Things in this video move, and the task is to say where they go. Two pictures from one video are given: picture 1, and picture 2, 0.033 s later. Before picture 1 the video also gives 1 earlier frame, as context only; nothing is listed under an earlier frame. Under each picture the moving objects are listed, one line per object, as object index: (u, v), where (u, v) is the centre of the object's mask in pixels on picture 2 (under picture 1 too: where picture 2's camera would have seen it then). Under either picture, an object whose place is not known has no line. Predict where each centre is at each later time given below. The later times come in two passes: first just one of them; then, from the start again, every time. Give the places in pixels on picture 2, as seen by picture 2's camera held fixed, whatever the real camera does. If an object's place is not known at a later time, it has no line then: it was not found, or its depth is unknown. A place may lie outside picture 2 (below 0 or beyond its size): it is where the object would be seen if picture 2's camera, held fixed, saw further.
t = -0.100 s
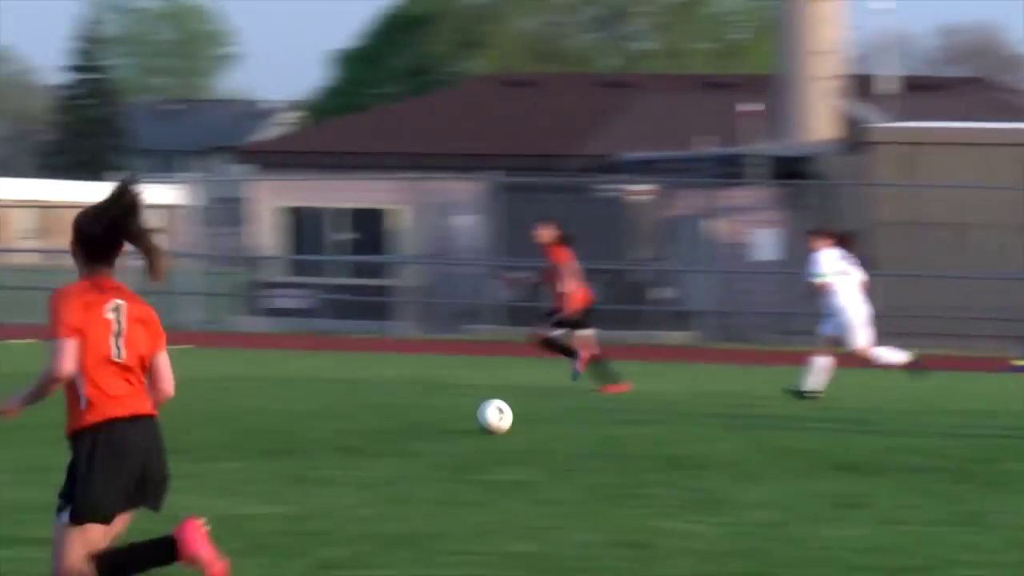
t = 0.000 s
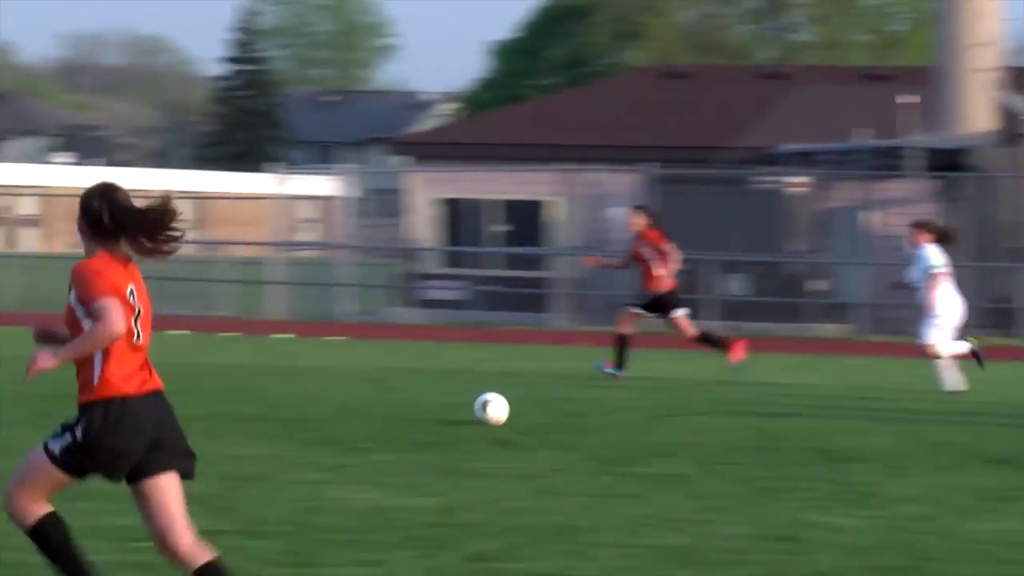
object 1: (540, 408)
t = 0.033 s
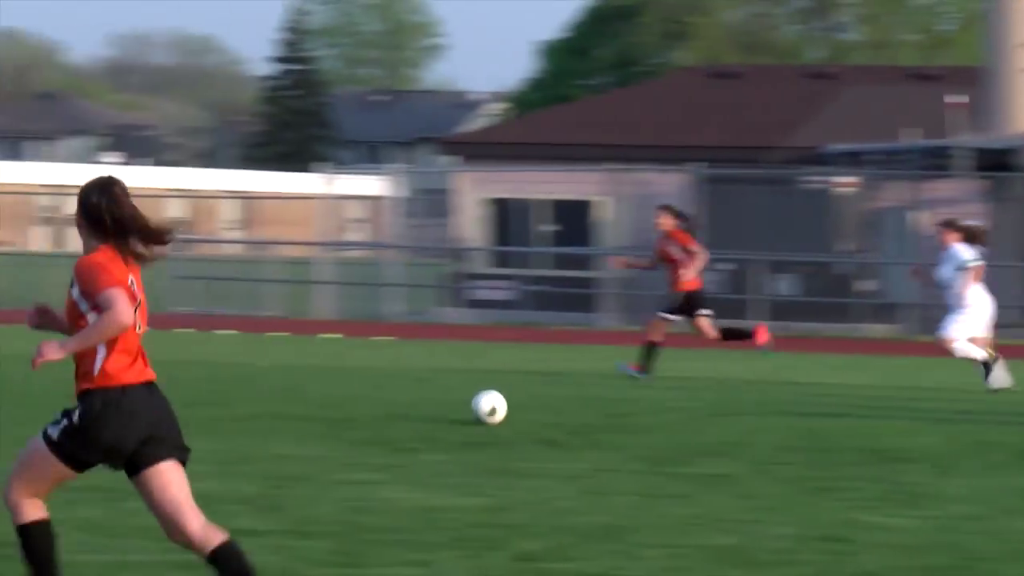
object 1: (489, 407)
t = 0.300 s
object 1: (82, 398)
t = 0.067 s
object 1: (438, 408)
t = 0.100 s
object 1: (388, 409)
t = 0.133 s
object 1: (336, 410)
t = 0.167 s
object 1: (286, 404)
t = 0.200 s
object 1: (235, 400)
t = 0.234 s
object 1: (184, 398)
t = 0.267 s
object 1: (132, 396)
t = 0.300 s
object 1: (82, 398)
